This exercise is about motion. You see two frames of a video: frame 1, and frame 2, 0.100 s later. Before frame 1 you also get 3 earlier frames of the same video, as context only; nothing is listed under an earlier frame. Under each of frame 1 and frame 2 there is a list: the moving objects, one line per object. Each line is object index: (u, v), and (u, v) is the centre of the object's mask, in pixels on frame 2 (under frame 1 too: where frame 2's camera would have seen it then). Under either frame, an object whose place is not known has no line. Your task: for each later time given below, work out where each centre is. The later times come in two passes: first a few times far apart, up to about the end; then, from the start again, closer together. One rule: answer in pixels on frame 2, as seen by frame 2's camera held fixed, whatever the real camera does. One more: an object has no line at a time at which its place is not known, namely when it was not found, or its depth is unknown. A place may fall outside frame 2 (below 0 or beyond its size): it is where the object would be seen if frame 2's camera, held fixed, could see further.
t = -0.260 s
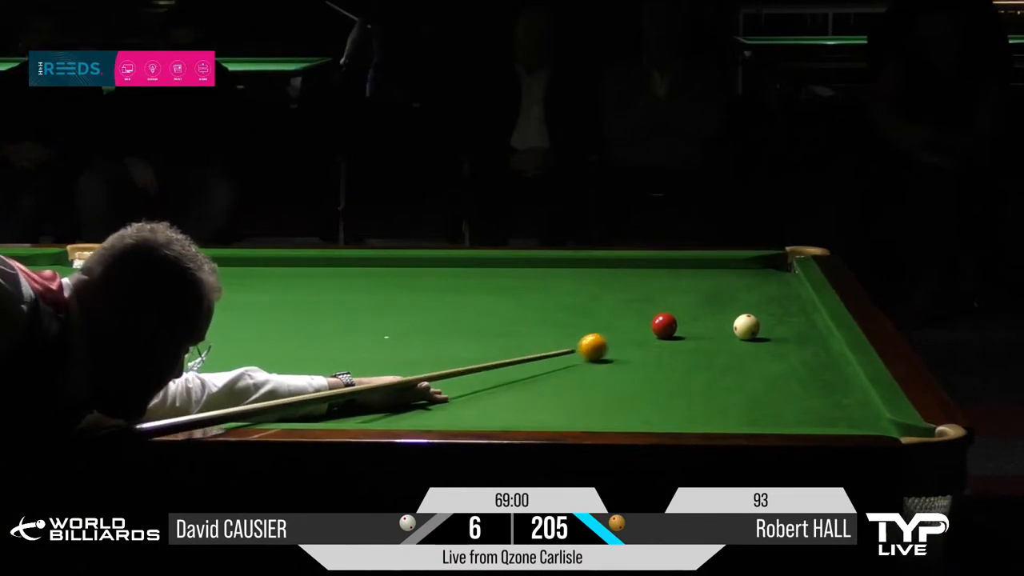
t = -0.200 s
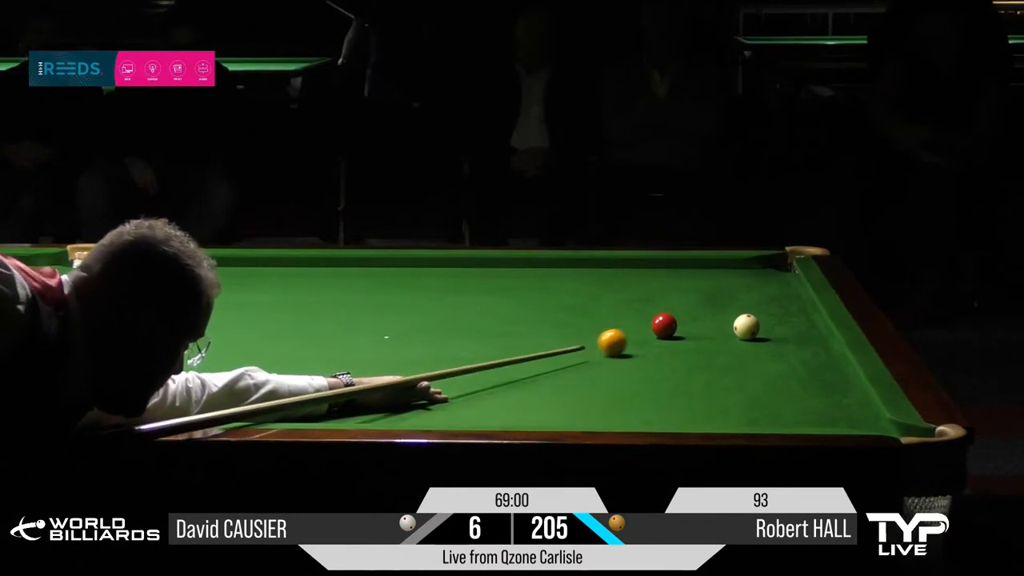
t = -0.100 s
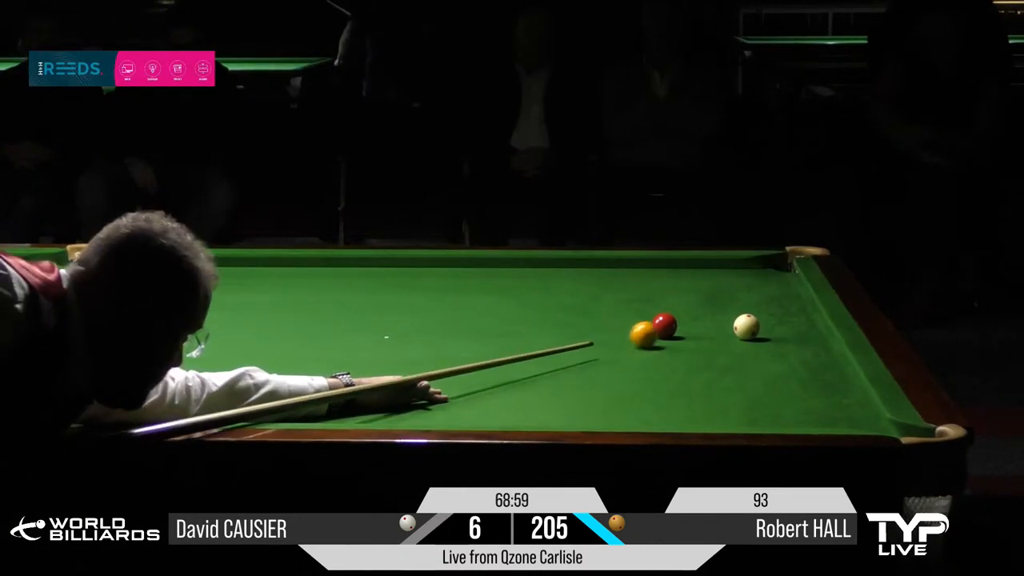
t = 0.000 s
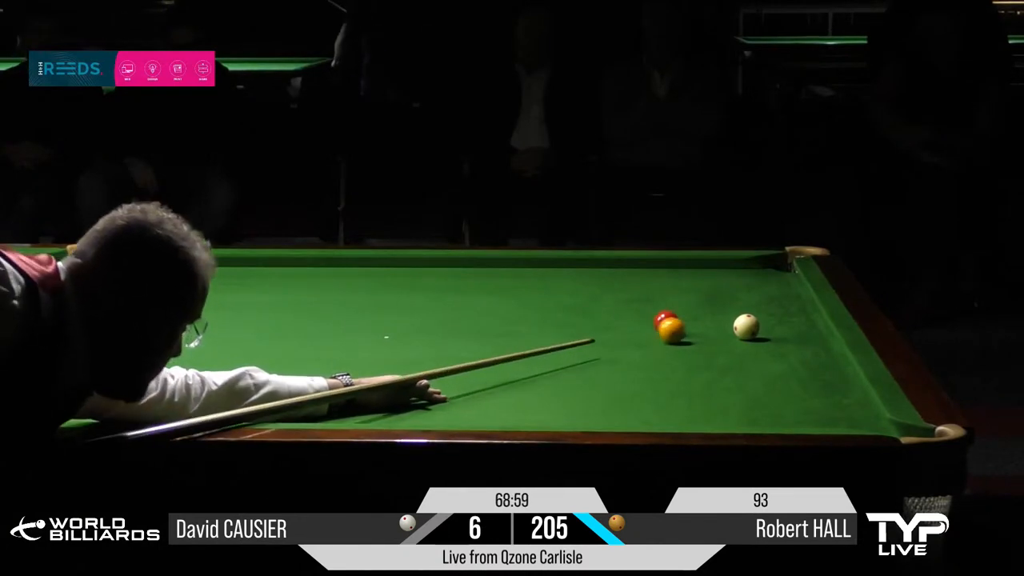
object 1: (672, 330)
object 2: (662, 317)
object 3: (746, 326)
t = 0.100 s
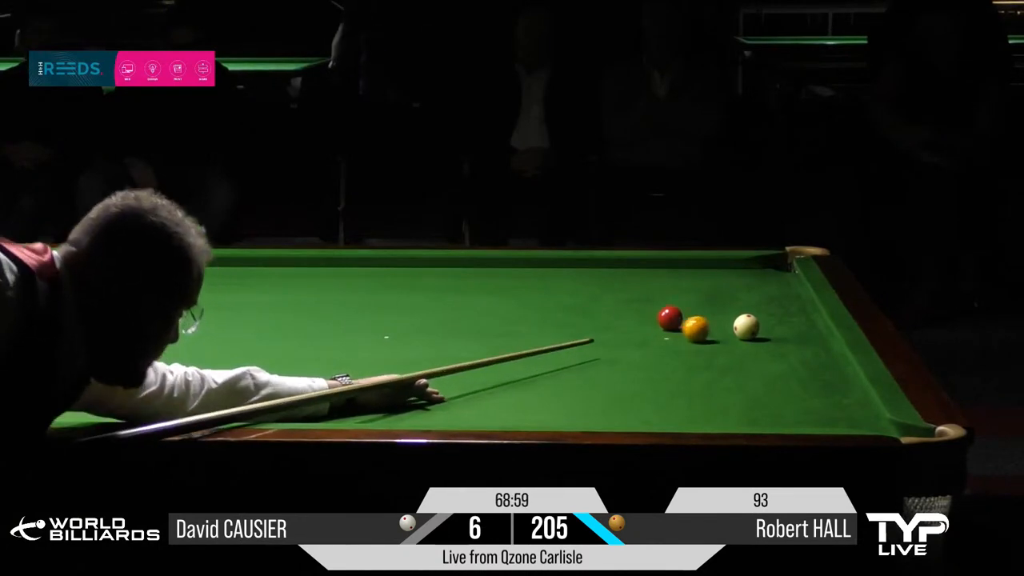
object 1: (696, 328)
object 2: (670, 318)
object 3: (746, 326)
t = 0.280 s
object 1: (722, 327)
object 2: (677, 310)
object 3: (760, 326)
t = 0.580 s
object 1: (733, 324)
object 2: (687, 298)
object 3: (804, 325)
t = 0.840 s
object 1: (740, 322)
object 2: (694, 288)
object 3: (800, 325)
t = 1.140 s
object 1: (745, 321)
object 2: (702, 279)
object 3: (776, 324)
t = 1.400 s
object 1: (743, 319)
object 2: (708, 272)
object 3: (761, 324)
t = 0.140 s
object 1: (705, 328)
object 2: (671, 316)
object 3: (746, 326)
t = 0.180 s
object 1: (715, 328)
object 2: (673, 314)
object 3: (746, 326)
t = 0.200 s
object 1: (720, 328)
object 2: (674, 313)
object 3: (747, 326)
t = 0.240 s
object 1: (721, 327)
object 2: (675, 311)
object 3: (754, 326)
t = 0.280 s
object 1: (722, 327)
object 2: (677, 310)
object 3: (760, 326)
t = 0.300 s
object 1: (723, 327)
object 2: (677, 309)
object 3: (763, 326)
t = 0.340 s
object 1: (725, 326)
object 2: (678, 307)
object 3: (770, 326)
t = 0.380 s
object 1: (727, 326)
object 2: (680, 306)
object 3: (776, 326)
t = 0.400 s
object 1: (728, 325)
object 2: (681, 305)
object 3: (779, 326)
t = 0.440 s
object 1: (729, 325)
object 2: (682, 303)
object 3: (785, 326)
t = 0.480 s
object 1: (730, 325)
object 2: (684, 302)
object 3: (790, 326)
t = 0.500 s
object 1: (731, 325)
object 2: (684, 301)
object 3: (793, 326)
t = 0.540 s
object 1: (732, 324)
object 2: (685, 299)
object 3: (799, 326)
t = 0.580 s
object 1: (733, 324)
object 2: (687, 298)
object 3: (804, 325)
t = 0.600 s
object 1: (734, 324)
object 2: (687, 297)
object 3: (807, 325)
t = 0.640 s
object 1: (735, 323)
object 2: (689, 295)
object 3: (813, 325)
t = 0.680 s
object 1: (736, 323)
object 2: (690, 294)
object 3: (815, 325)
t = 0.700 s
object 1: (736, 323)
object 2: (690, 294)
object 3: (813, 325)
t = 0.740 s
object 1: (737, 323)
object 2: (691, 292)
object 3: (809, 325)
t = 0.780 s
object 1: (739, 322)
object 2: (693, 291)
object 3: (805, 325)
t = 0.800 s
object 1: (739, 322)
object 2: (693, 290)
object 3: (804, 325)
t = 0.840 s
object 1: (740, 322)
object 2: (694, 288)
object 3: (800, 325)
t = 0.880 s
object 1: (741, 322)
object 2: (696, 287)
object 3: (796, 325)
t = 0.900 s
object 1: (741, 322)
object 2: (696, 287)
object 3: (794, 325)
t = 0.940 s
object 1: (742, 321)
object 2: (697, 286)
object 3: (791, 325)
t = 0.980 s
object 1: (742, 321)
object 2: (698, 284)
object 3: (788, 325)
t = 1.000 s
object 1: (743, 321)
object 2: (699, 284)
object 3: (786, 325)
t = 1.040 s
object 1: (744, 321)
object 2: (700, 282)
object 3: (783, 325)
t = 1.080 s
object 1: (744, 321)
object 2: (701, 281)
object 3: (780, 324)
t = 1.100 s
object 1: (744, 321)
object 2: (701, 281)
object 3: (779, 324)
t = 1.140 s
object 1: (745, 321)
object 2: (702, 279)
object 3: (776, 324)
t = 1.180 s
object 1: (746, 321)
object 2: (703, 278)
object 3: (773, 324)
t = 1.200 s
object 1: (746, 321)
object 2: (704, 277)
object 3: (772, 324)
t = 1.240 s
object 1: (745, 320)
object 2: (705, 276)
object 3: (769, 324)
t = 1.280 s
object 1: (745, 320)
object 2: (706, 275)
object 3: (767, 324)
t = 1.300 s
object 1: (744, 320)
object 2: (706, 275)
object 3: (765, 324)
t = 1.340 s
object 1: (743, 320)
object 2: (707, 274)
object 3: (763, 324)
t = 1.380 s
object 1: (743, 319)
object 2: (708, 273)
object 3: (761, 324)
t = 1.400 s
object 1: (743, 319)
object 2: (708, 272)
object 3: (761, 324)
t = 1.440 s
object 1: (742, 319)
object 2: (710, 271)
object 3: (759, 324)
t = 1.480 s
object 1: (742, 319)
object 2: (710, 270)
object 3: (758, 325)
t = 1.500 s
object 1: (741, 318)
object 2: (711, 270)
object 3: (758, 325)
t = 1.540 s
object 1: (741, 318)
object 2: (711, 269)
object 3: (756, 325)
